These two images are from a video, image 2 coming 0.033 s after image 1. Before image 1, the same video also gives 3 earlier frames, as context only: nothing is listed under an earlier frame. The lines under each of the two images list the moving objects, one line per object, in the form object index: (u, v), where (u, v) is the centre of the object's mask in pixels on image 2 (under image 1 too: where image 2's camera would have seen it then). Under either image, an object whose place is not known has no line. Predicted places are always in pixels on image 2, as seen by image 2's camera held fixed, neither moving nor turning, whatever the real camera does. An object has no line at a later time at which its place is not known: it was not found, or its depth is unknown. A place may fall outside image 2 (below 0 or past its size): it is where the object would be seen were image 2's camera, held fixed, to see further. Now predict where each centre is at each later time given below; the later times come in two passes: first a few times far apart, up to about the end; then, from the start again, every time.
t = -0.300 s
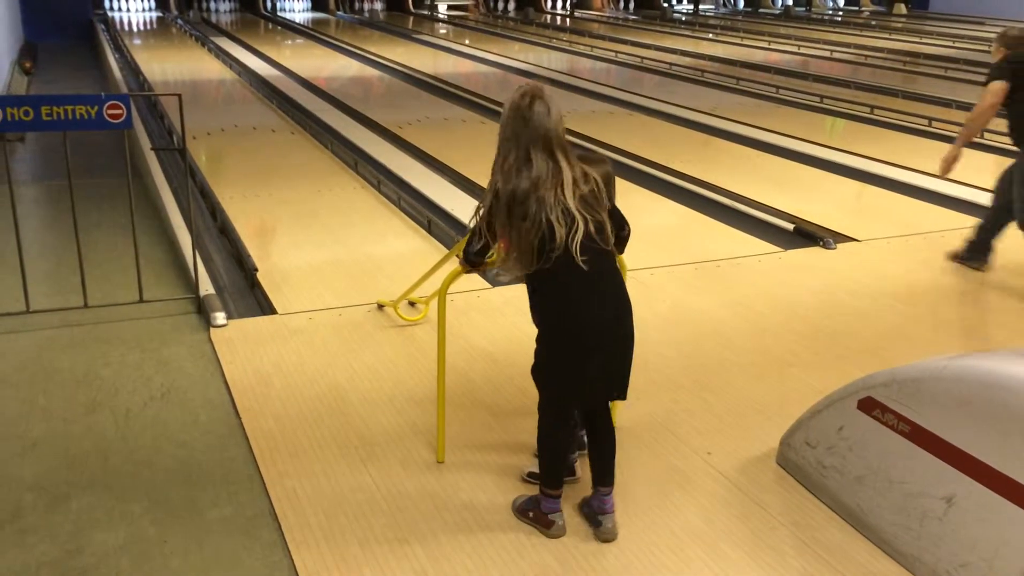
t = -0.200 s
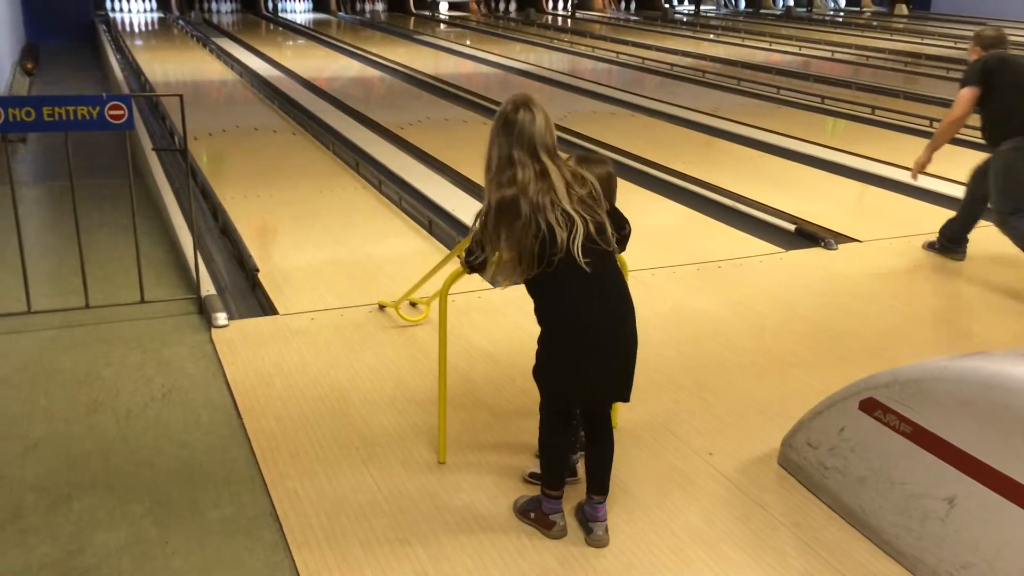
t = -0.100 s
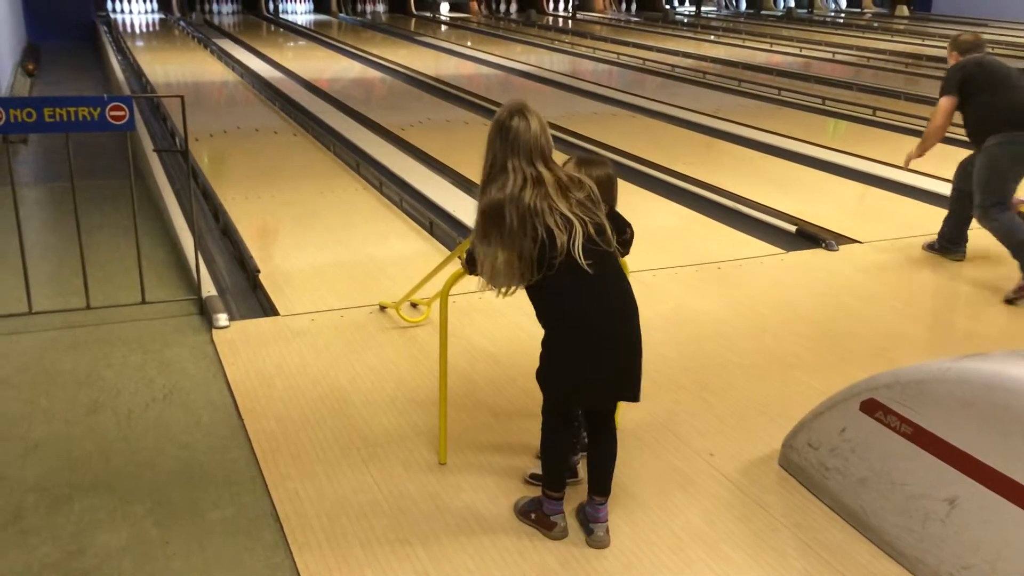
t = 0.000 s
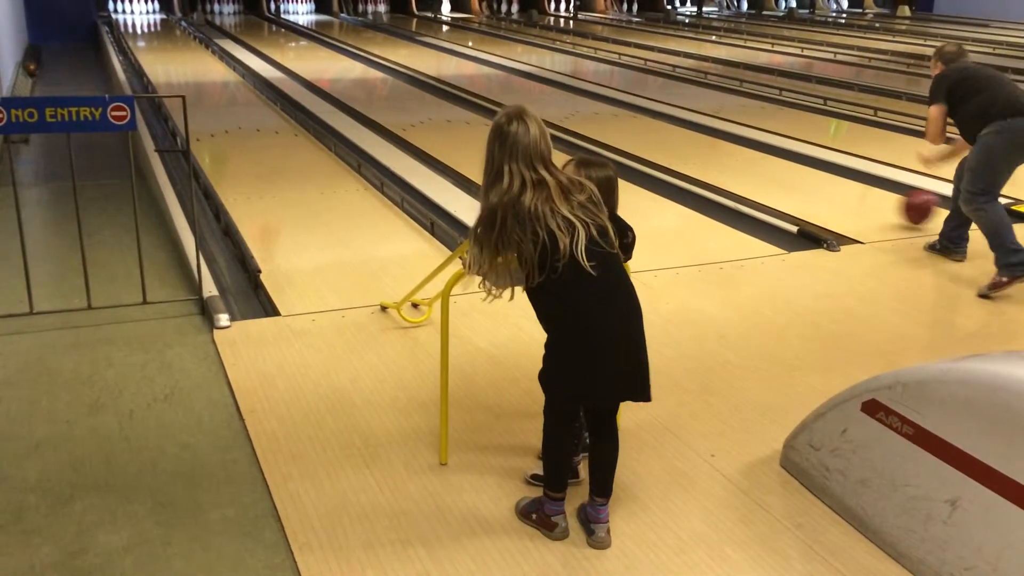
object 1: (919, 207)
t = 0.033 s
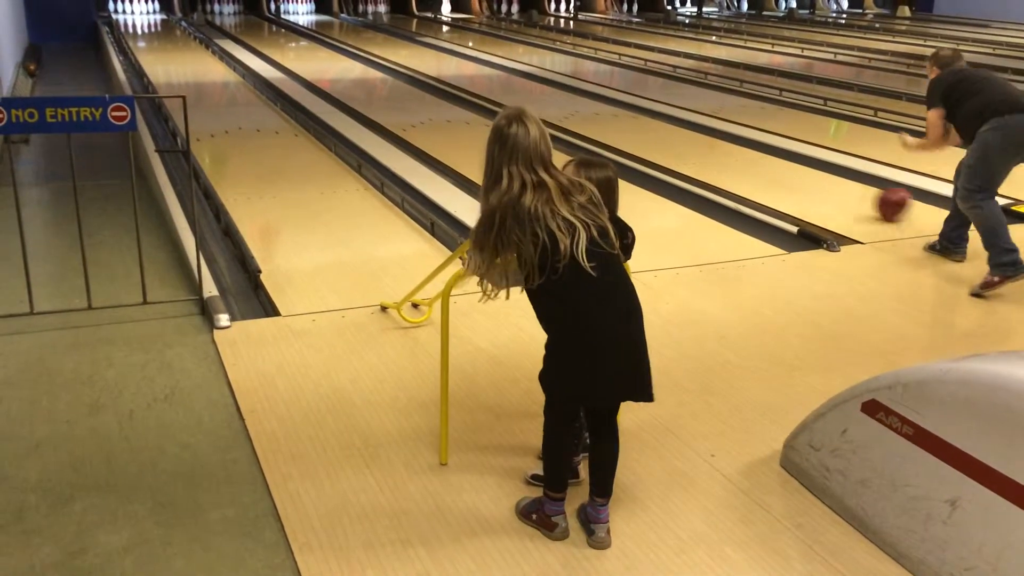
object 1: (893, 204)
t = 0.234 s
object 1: (770, 164)
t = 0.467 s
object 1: (669, 131)
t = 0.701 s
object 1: (595, 107)
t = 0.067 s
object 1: (869, 195)
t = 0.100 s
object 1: (847, 189)
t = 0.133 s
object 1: (826, 182)
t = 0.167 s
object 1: (806, 177)
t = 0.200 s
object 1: (787, 170)
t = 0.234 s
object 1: (770, 164)
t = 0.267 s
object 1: (753, 158)
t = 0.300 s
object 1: (738, 154)
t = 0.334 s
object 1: (723, 149)
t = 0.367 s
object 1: (708, 145)
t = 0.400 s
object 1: (695, 140)
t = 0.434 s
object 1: (681, 136)
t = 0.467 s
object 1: (669, 131)
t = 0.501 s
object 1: (657, 127)
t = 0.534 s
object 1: (646, 123)
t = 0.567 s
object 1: (635, 120)
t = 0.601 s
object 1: (624, 116)
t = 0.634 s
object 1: (614, 113)
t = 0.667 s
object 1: (605, 110)
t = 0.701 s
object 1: (595, 107)
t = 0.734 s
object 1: (586, 104)
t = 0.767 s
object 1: (579, 102)
